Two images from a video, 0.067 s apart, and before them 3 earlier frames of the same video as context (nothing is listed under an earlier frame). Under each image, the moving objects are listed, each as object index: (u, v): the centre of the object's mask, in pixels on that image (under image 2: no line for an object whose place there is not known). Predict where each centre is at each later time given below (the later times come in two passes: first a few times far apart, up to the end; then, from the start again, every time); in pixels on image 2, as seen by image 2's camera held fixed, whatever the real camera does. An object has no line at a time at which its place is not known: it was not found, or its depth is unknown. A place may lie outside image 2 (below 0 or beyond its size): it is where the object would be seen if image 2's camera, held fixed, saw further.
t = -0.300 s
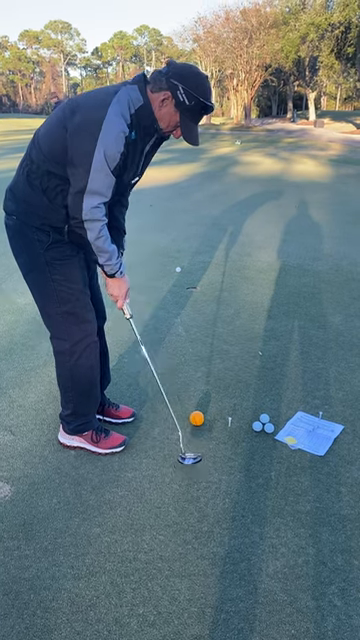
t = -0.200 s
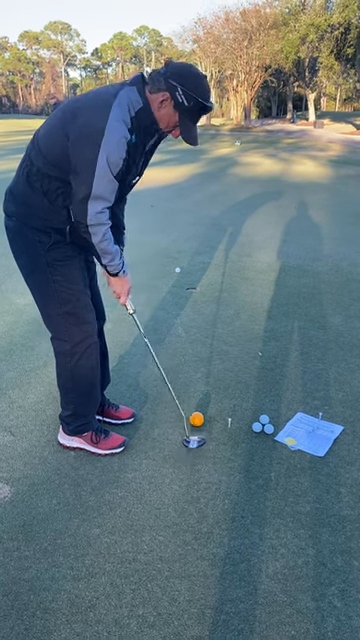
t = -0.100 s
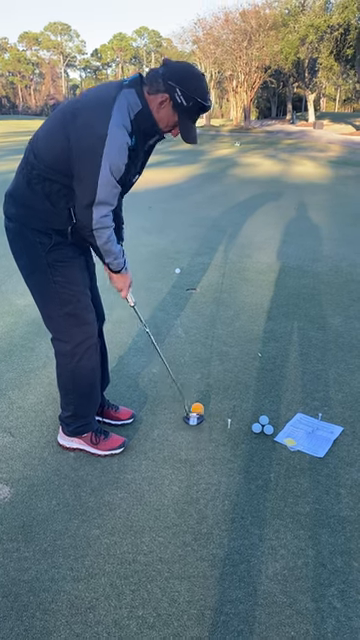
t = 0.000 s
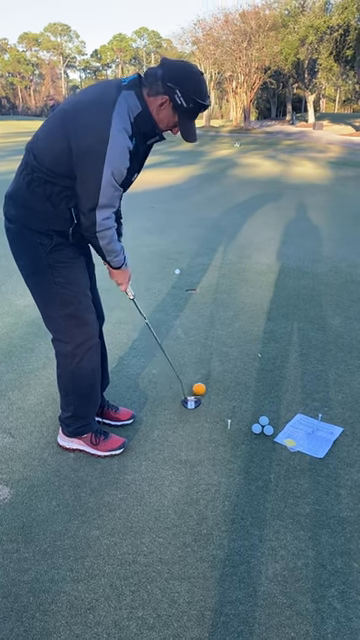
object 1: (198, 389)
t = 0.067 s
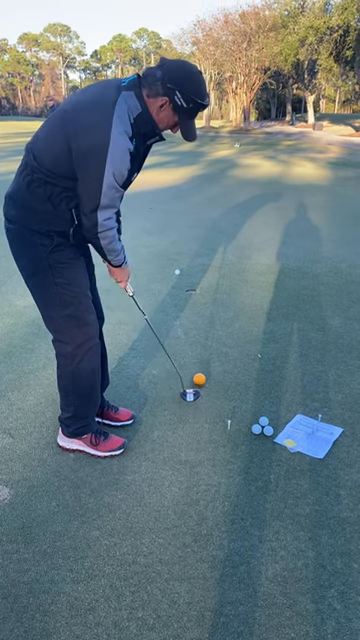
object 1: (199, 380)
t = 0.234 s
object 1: (200, 358)
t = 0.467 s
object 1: (200, 334)
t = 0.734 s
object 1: (198, 314)
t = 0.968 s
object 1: (196, 300)
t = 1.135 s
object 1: (194, 295)
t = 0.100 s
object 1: (199, 375)
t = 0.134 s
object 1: (200, 370)
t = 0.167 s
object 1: (199, 366)
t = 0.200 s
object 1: (200, 362)
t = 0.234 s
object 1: (200, 358)
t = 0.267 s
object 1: (200, 354)
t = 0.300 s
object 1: (200, 350)
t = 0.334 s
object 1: (200, 346)
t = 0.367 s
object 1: (200, 343)
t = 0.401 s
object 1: (200, 340)
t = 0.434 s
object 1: (200, 337)
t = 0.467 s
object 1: (200, 334)
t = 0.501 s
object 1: (200, 331)
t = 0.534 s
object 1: (199, 328)
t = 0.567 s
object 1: (199, 326)
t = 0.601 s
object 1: (199, 323)
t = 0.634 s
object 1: (199, 321)
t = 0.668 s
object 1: (198, 319)
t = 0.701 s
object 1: (198, 316)
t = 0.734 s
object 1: (198, 314)
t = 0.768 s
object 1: (198, 312)
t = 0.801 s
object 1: (197, 310)
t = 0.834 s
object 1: (197, 308)
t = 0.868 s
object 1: (197, 306)
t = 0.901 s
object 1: (197, 305)
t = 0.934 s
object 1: (196, 303)
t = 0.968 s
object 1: (196, 300)
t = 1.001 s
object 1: (195, 299)
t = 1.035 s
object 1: (195, 298)
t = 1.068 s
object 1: (195, 297)
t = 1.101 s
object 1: (194, 295)
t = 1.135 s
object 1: (194, 295)
